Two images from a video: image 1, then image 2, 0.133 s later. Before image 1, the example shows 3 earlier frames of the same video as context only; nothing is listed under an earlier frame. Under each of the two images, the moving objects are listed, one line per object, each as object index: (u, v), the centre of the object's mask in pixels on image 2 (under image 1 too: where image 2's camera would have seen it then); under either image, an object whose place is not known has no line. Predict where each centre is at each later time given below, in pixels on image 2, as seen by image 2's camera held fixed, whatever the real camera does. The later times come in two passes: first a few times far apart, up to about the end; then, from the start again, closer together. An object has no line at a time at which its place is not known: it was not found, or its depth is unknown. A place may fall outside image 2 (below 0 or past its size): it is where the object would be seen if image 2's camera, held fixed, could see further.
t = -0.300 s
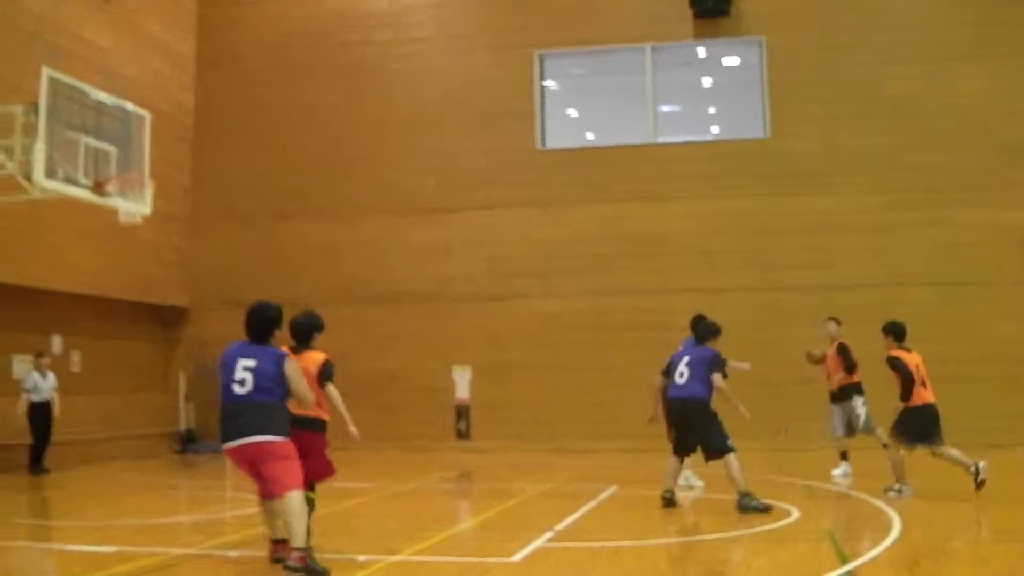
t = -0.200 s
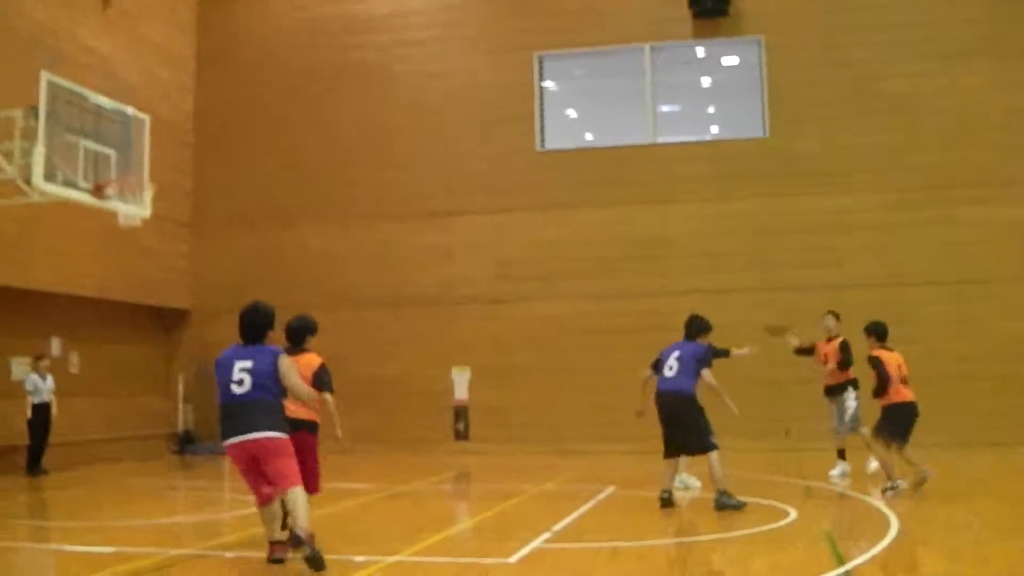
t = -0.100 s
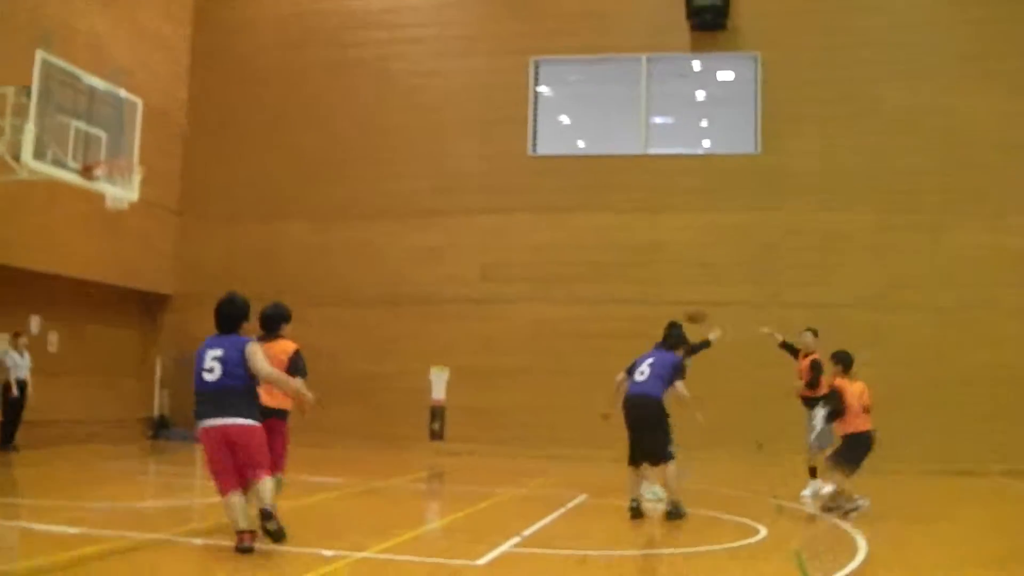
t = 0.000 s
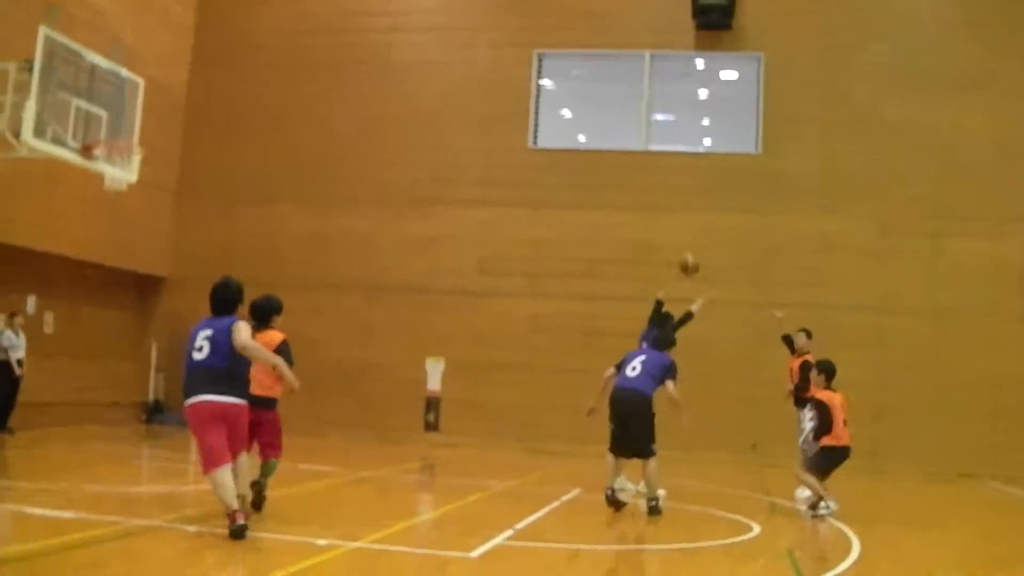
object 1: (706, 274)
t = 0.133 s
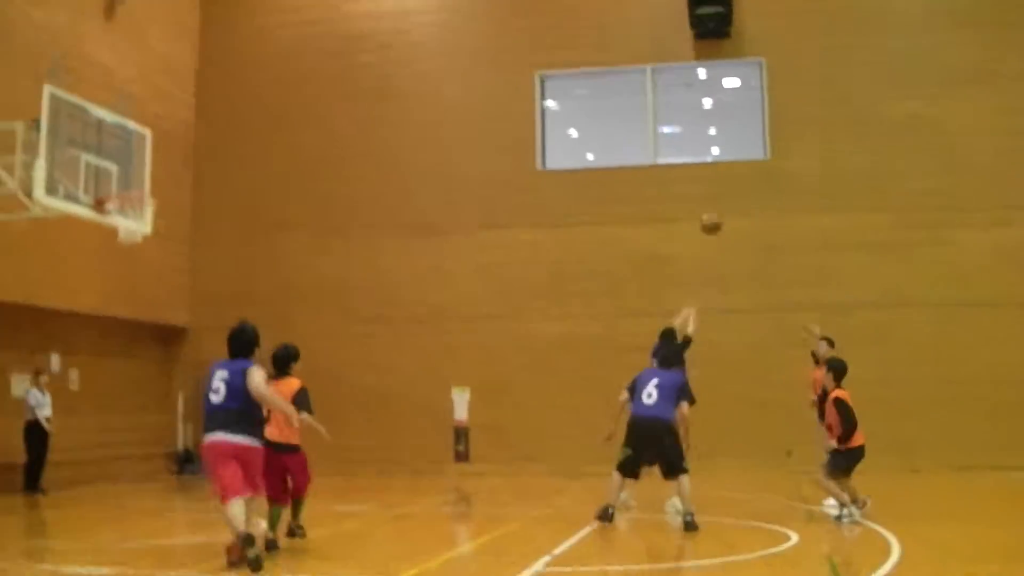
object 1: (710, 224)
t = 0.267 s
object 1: (717, 186)
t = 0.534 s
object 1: (730, 154)
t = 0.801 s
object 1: (745, 190)
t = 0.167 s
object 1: (712, 213)
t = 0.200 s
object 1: (713, 202)
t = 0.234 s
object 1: (715, 195)
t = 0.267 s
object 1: (717, 186)
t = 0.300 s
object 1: (719, 178)
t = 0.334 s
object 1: (719, 172)
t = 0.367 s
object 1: (721, 167)
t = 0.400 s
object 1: (724, 161)
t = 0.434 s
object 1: (725, 157)
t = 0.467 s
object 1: (726, 156)
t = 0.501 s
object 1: (728, 155)
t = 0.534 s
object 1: (730, 154)
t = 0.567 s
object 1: (732, 154)
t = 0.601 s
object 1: (733, 156)
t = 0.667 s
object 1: (737, 162)
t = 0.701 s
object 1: (740, 169)
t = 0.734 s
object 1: (741, 173)
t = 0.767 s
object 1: (743, 180)
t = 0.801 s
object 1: (745, 190)
